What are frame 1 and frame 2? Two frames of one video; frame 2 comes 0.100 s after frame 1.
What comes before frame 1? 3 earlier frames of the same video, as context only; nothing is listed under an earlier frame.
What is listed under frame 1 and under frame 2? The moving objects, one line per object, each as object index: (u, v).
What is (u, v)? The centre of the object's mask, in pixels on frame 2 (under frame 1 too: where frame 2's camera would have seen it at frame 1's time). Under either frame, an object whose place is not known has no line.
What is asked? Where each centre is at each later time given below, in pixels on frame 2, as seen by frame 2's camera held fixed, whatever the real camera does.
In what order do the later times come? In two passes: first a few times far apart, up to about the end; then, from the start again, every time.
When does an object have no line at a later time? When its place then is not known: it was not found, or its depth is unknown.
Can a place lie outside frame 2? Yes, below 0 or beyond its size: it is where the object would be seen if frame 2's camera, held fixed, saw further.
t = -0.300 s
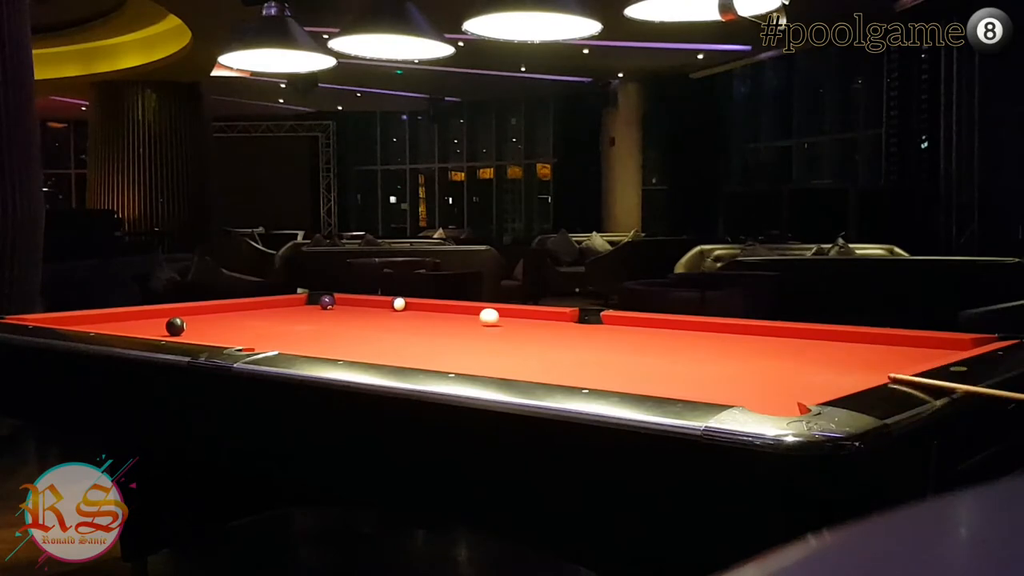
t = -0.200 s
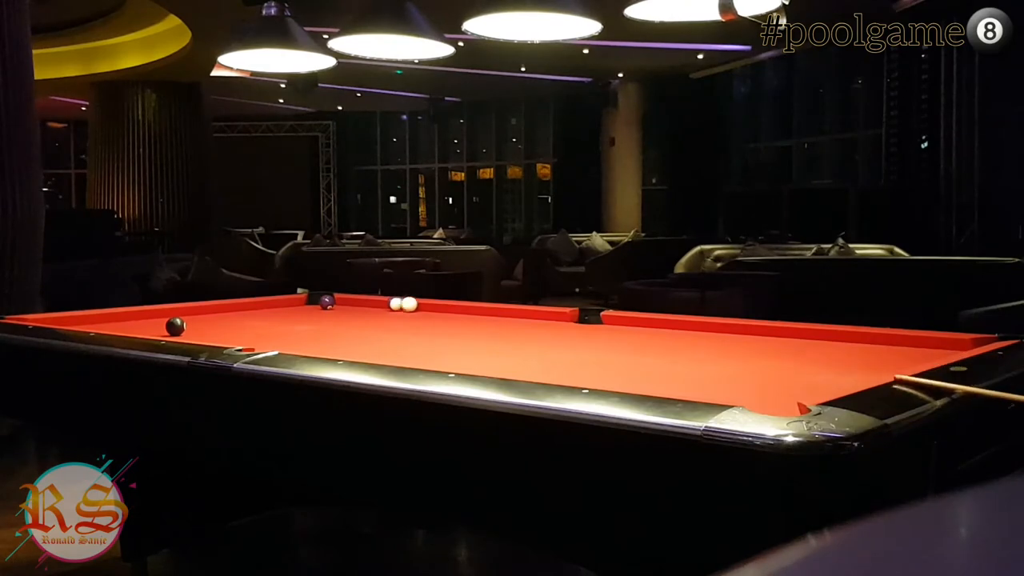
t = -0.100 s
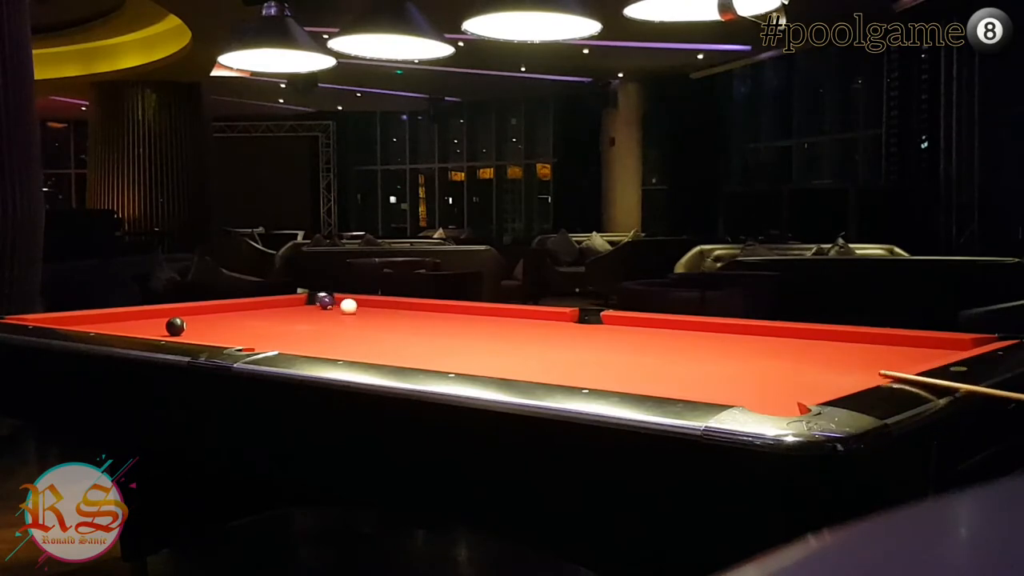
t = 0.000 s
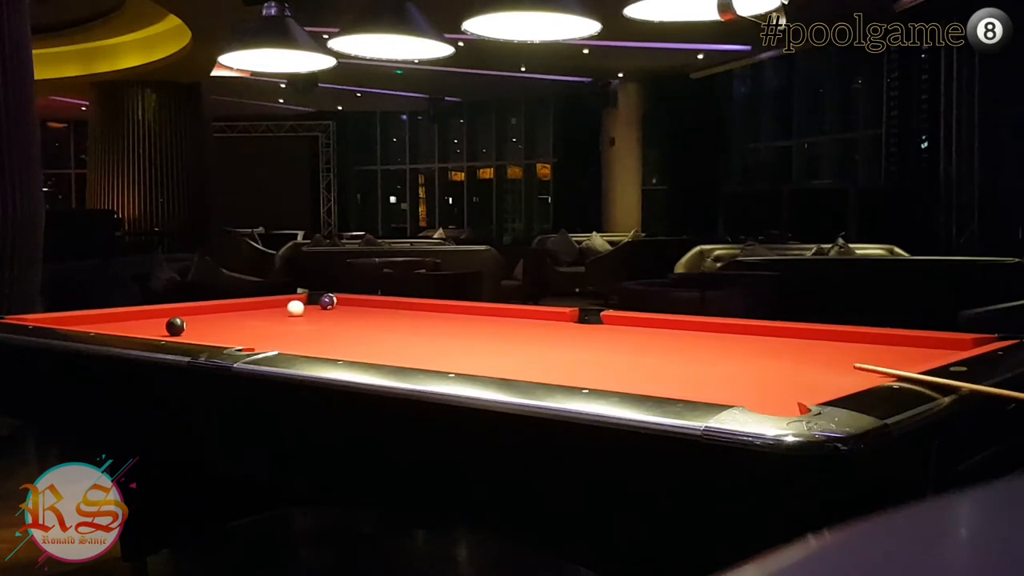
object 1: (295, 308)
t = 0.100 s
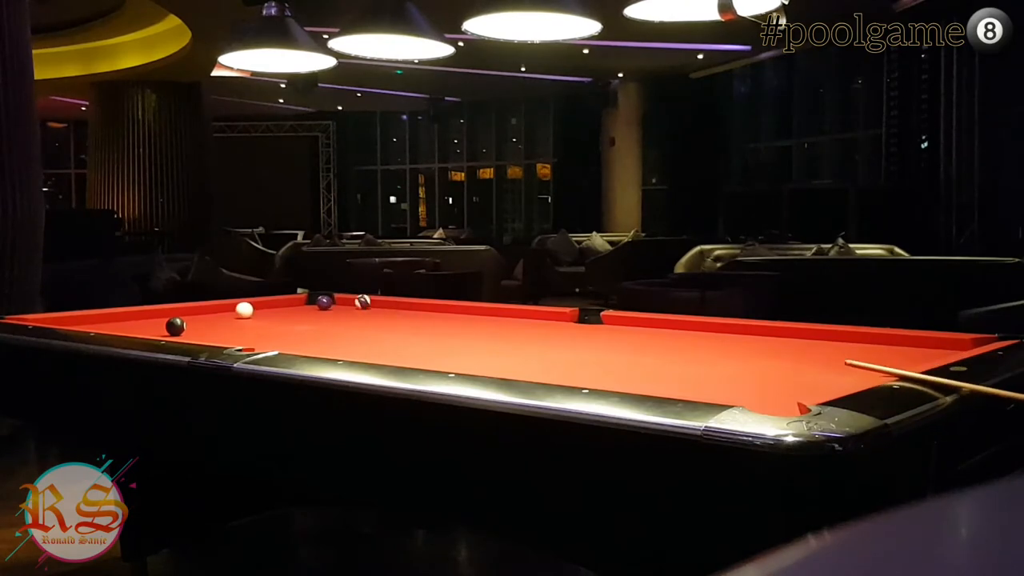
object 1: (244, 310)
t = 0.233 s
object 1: (189, 313)
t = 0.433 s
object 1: (123, 315)
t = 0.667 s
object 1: (83, 317)
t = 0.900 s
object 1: (82, 318)
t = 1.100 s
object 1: (82, 318)
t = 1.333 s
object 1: (82, 318)
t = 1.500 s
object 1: (82, 318)
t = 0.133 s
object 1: (229, 311)
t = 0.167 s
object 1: (215, 312)
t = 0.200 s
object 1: (201, 312)
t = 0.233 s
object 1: (189, 313)
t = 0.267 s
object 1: (174, 311)
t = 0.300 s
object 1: (162, 313)
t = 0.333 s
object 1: (152, 314)
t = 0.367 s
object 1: (142, 314)
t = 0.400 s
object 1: (132, 315)
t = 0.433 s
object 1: (123, 315)
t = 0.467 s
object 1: (113, 316)
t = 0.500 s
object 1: (106, 316)
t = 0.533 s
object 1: (99, 316)
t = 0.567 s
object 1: (93, 317)
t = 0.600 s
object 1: (88, 317)
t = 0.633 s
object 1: (84, 317)
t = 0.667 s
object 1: (83, 317)
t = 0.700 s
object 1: (82, 318)
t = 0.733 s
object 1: (82, 318)
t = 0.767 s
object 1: (82, 318)
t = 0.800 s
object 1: (82, 318)
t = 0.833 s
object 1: (82, 318)
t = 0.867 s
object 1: (82, 318)
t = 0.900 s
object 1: (82, 318)
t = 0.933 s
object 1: (82, 318)
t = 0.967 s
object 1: (82, 318)
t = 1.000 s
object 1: (82, 318)
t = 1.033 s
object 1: (82, 318)
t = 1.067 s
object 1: (82, 318)
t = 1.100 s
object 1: (82, 318)
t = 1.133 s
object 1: (82, 318)
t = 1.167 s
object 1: (82, 318)
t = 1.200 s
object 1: (82, 318)
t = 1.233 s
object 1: (82, 318)
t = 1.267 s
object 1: (82, 318)
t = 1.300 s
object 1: (82, 318)
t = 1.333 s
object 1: (82, 318)
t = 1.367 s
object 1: (82, 318)
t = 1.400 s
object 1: (82, 318)
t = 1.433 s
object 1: (82, 318)
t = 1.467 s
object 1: (82, 318)
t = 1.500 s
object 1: (82, 318)
